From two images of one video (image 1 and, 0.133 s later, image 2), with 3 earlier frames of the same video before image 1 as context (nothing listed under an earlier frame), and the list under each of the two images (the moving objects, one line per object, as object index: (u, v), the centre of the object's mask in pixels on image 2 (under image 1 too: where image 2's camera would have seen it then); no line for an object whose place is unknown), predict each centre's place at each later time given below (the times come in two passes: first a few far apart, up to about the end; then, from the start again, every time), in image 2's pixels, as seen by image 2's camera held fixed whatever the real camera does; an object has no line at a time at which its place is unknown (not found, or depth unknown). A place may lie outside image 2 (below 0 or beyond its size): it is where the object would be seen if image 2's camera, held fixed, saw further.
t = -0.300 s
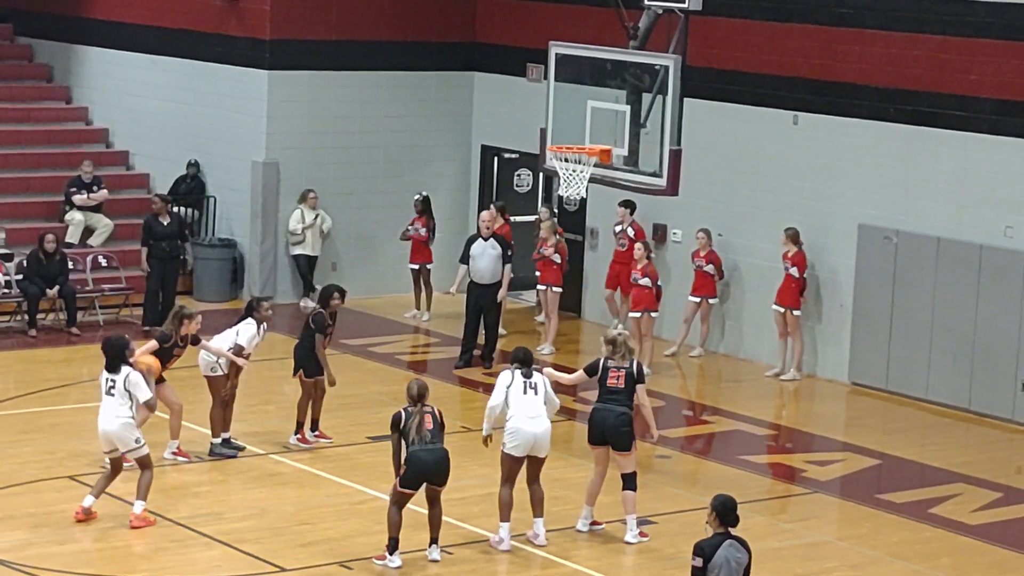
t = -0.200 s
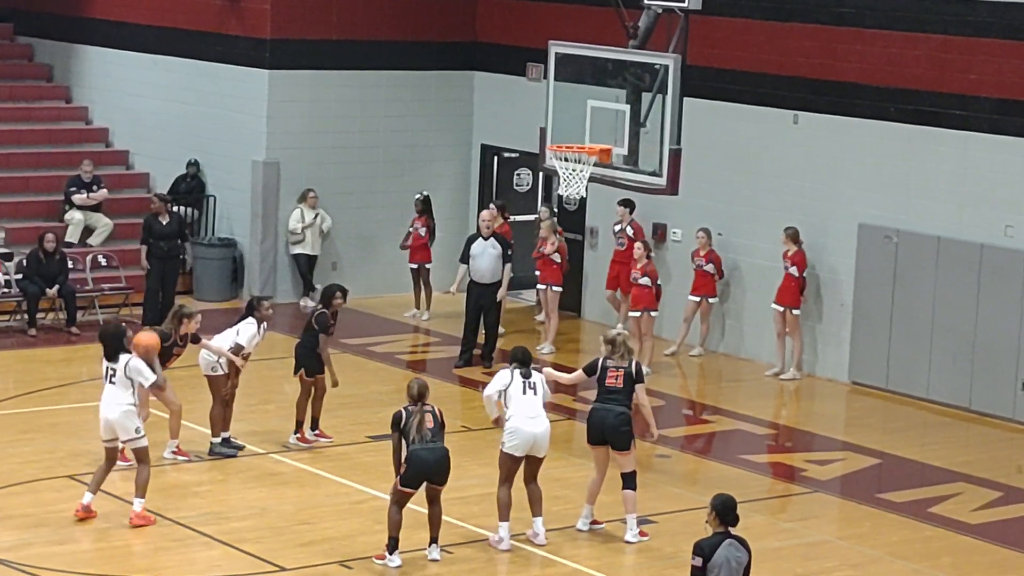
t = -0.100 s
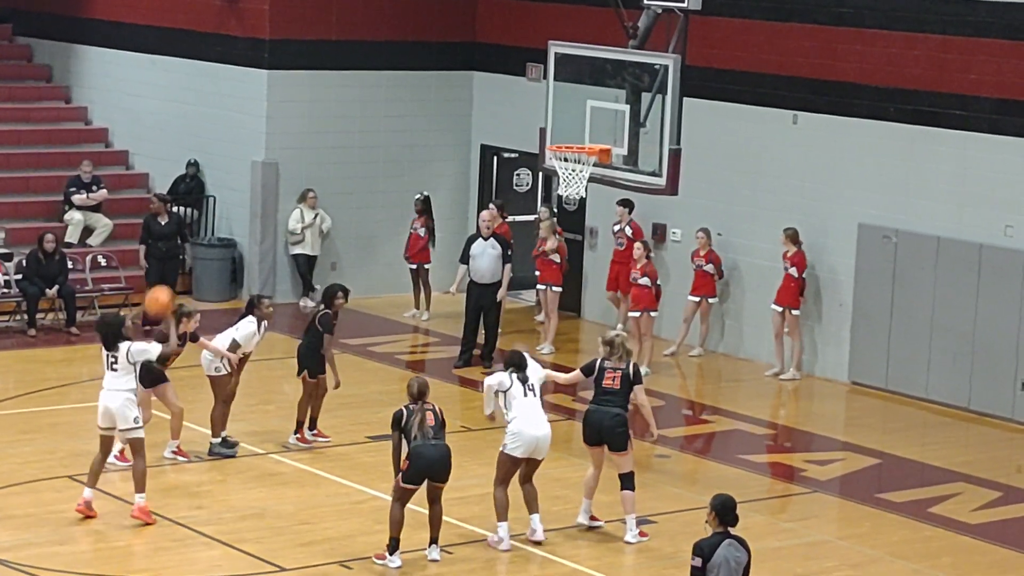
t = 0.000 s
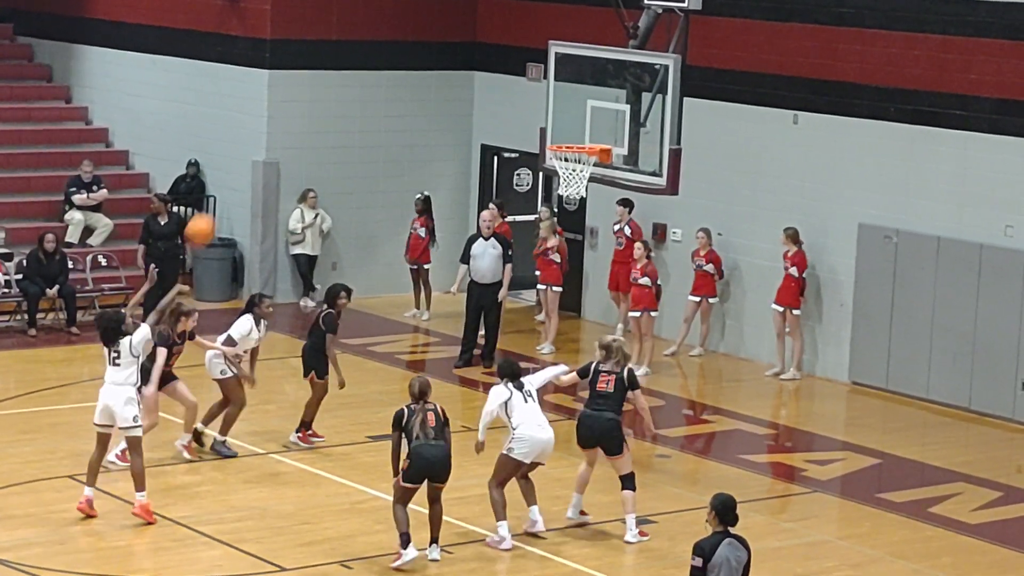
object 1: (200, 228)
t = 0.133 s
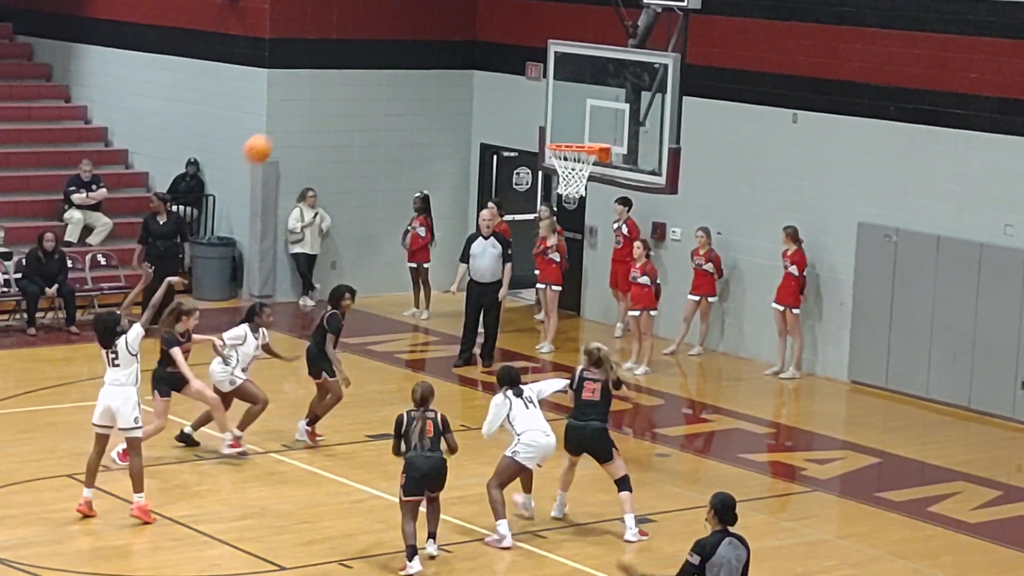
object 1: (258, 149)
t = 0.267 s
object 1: (313, 91)
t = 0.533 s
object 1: (418, 39)
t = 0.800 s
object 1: (513, 65)
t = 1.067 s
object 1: (588, 130)
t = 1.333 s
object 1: (578, 113)
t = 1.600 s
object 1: (535, 134)
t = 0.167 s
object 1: (272, 132)
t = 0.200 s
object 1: (286, 117)
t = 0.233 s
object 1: (299, 103)
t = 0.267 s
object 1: (313, 91)
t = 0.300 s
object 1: (327, 79)
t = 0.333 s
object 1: (340, 69)
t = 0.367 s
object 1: (353, 61)
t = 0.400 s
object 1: (366, 55)
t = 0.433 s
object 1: (379, 49)
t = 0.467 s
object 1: (392, 44)
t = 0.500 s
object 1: (405, 41)
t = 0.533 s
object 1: (418, 39)
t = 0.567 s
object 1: (430, 38)
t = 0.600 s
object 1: (442, 38)
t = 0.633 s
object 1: (454, 40)
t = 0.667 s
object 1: (467, 43)
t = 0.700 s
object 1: (478, 47)
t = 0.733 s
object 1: (490, 52)
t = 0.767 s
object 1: (501, 58)
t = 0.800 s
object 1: (513, 65)
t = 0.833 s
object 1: (524, 73)
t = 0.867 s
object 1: (535, 83)
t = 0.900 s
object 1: (546, 93)
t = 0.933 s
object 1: (557, 106)
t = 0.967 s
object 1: (567, 118)
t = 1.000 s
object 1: (577, 132)
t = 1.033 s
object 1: (584, 135)
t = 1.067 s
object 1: (588, 130)
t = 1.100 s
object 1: (593, 125)
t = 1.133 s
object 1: (597, 122)
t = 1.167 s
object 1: (601, 120)
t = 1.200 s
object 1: (602, 117)
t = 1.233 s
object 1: (596, 114)
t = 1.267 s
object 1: (590, 113)
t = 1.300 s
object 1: (584, 112)
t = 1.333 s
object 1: (578, 113)
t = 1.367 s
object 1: (572, 114)
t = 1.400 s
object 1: (566, 118)
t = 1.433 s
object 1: (560, 122)
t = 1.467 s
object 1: (554, 127)
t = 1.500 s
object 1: (548, 133)
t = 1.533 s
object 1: (544, 134)
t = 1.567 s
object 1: (539, 134)
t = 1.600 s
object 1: (535, 134)
